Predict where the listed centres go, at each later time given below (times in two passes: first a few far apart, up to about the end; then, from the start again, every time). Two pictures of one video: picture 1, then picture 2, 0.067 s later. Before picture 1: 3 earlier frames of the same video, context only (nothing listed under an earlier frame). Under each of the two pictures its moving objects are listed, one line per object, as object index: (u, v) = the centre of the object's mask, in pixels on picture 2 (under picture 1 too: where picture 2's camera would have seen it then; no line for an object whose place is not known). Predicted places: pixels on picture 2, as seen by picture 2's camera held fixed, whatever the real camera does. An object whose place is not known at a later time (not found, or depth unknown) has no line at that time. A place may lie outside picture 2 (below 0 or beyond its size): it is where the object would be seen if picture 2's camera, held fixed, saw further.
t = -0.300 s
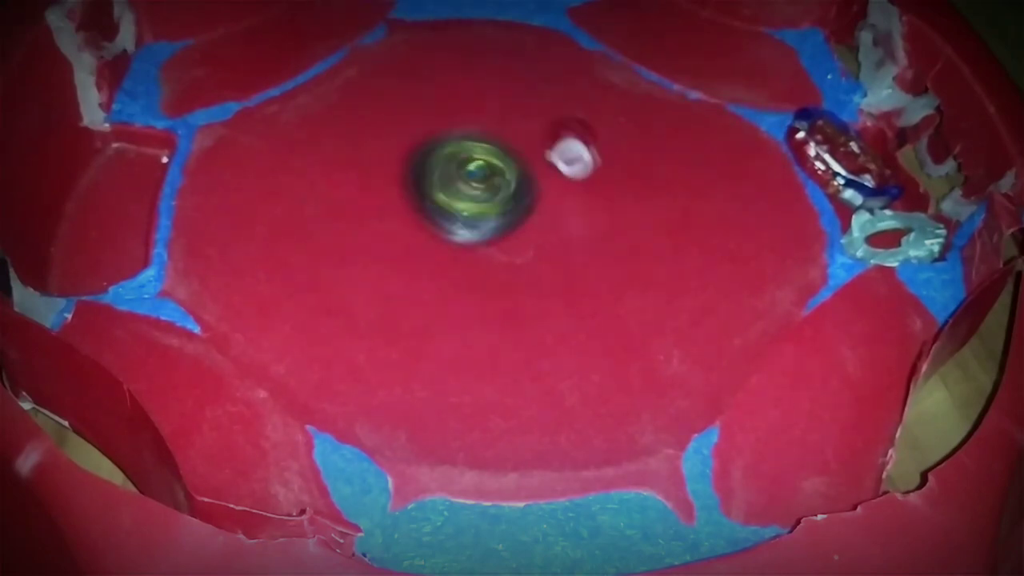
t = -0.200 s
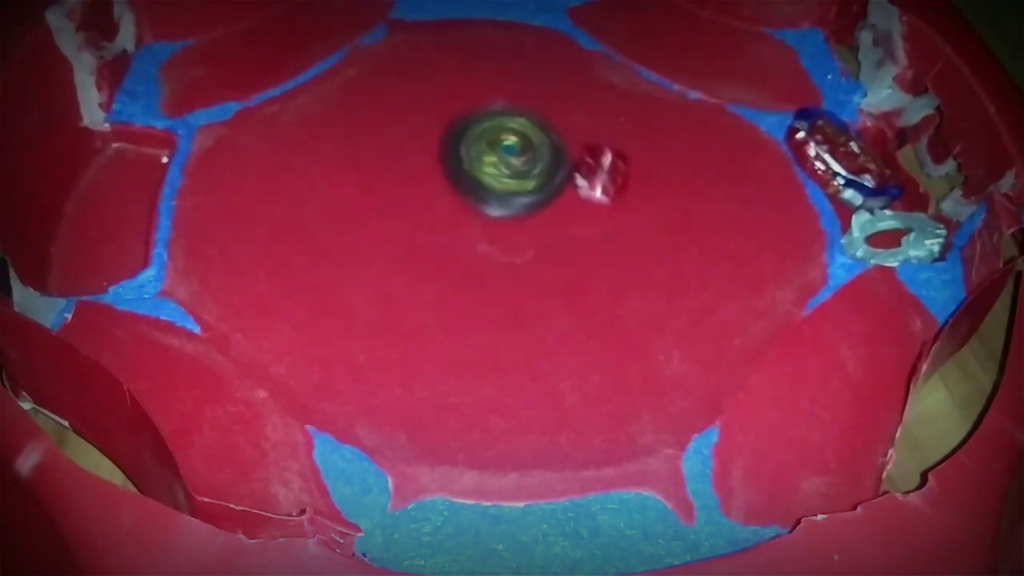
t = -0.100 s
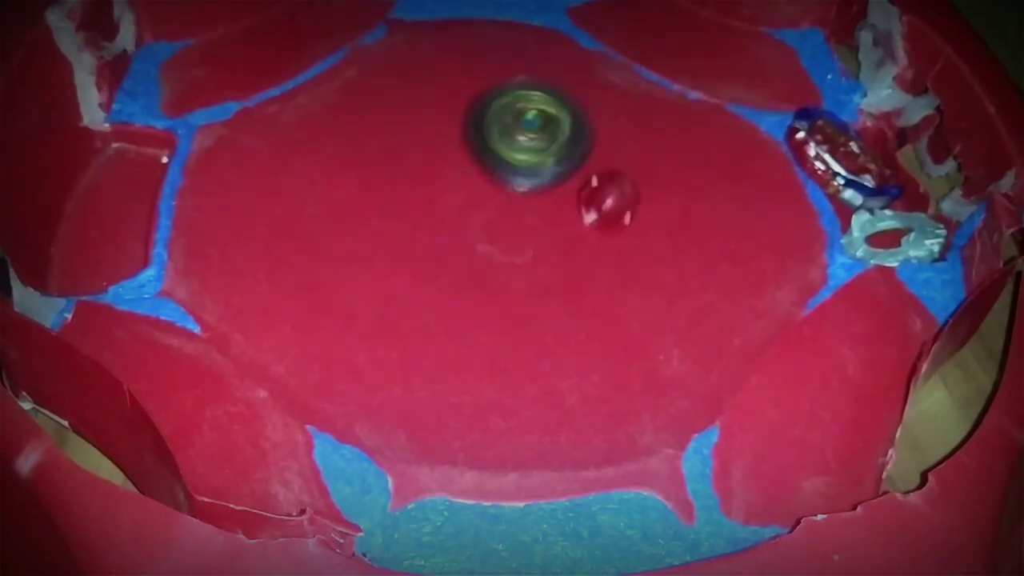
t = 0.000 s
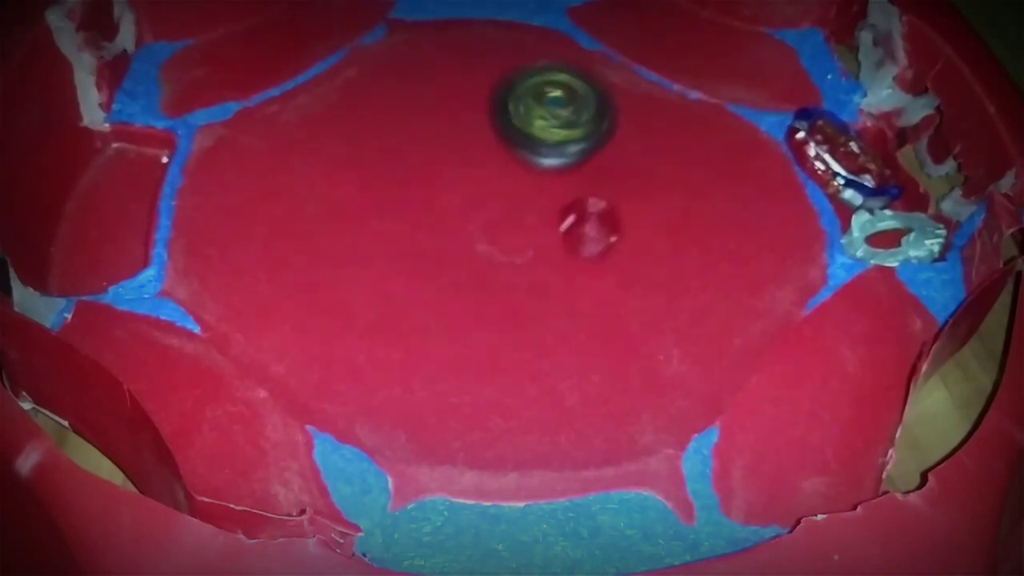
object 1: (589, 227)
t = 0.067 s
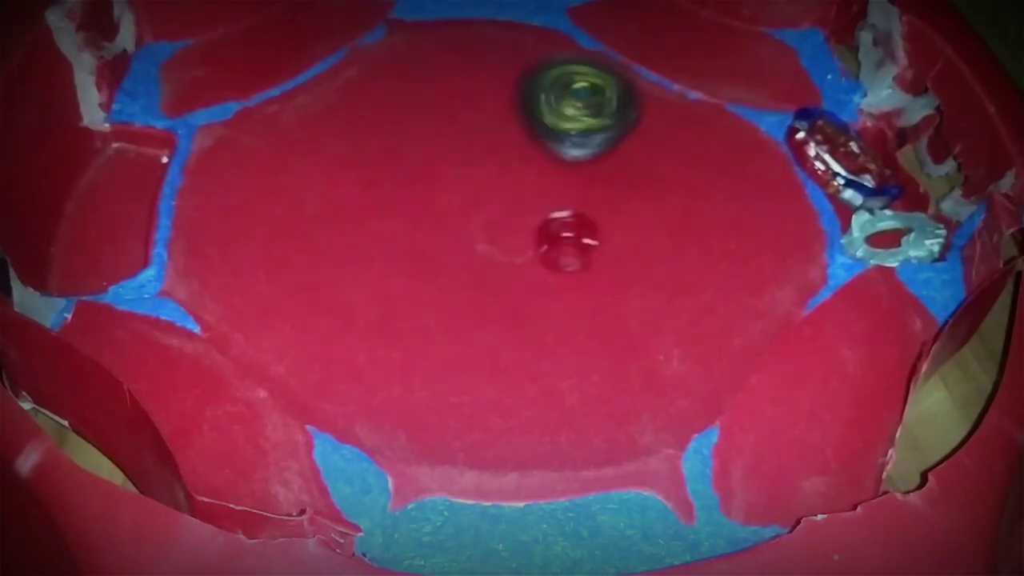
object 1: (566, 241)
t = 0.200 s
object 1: (519, 236)
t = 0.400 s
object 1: (456, 215)
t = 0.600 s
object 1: (466, 217)
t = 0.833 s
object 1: (466, 217)
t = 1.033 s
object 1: (390, 246)
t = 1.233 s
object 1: (287, 277)
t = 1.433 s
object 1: (301, 283)
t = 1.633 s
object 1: (288, 281)
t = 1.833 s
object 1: (351, 248)
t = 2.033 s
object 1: (488, 239)
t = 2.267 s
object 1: (365, 166)
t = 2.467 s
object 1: (276, 134)
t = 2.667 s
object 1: (327, 154)
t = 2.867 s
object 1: (454, 196)
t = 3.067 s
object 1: (582, 225)
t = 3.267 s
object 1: (601, 245)
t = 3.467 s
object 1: (559, 230)
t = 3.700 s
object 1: (539, 190)
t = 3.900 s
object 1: (516, 173)
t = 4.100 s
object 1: (520, 183)
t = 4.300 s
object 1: (576, 115)
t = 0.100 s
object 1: (554, 242)
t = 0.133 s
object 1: (541, 240)
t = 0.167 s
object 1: (530, 239)
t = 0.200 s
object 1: (519, 236)
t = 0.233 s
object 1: (508, 234)
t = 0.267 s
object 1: (497, 231)
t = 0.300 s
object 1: (487, 227)
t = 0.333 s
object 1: (476, 223)
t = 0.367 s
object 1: (466, 220)
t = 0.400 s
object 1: (456, 215)
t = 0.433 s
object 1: (453, 214)
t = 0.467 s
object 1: (455, 214)
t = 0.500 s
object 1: (457, 215)
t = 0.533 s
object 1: (460, 217)
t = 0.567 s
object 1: (464, 217)
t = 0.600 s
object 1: (466, 217)
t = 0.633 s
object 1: (466, 217)
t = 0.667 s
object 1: (466, 217)
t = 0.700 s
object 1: (466, 217)
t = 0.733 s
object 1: (466, 217)
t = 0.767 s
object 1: (466, 217)
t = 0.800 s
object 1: (466, 217)
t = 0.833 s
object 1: (466, 217)
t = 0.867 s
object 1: (466, 217)
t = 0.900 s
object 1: (466, 217)
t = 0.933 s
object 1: (466, 217)
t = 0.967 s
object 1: (453, 221)
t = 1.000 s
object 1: (417, 239)
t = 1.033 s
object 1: (390, 246)
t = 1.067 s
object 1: (362, 253)
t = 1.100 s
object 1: (340, 259)
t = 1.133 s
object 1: (322, 264)
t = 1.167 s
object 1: (306, 267)
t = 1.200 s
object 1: (293, 272)
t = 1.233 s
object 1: (287, 277)
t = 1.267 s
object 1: (279, 281)
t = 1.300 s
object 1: (278, 283)
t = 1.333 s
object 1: (279, 282)
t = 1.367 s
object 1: (285, 284)
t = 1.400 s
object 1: (294, 282)
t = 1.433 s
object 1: (301, 283)
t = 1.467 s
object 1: (287, 283)
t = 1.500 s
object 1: (279, 286)
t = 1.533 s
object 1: (275, 281)
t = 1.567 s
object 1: (276, 282)
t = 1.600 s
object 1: (280, 281)
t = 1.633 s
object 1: (288, 281)
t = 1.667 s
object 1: (295, 278)
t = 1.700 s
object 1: (303, 274)
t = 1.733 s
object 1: (311, 267)
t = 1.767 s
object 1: (325, 260)
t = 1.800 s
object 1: (337, 253)
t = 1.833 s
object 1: (351, 248)
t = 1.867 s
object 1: (367, 245)
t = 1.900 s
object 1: (390, 243)
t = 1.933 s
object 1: (412, 241)
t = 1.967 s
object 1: (435, 238)
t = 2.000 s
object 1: (460, 238)
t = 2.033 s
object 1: (488, 239)
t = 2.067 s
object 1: (506, 233)
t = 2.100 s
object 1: (530, 226)
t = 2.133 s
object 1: (521, 221)
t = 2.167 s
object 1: (487, 207)
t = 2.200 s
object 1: (434, 197)
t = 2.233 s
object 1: (395, 171)
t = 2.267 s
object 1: (365, 166)
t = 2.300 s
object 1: (331, 162)
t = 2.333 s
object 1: (312, 158)
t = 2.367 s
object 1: (296, 148)
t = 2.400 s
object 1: (287, 140)
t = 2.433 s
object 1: (280, 137)
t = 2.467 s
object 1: (276, 134)
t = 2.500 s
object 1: (275, 135)
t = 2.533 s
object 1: (279, 135)
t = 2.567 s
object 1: (283, 138)
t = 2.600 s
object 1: (296, 144)
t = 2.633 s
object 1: (310, 149)
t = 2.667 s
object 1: (327, 154)
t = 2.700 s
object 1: (343, 160)
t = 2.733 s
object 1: (362, 166)
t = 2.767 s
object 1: (386, 177)
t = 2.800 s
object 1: (406, 180)
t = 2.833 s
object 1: (428, 186)
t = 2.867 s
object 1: (454, 196)
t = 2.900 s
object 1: (476, 198)
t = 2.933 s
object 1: (501, 200)
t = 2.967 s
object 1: (522, 204)
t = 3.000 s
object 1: (544, 208)
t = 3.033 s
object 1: (565, 217)
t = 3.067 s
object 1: (582, 225)
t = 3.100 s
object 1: (592, 233)
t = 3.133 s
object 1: (599, 238)
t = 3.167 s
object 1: (600, 244)
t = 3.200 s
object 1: (602, 247)
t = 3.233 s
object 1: (602, 246)
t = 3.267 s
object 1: (601, 245)
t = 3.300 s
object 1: (597, 242)
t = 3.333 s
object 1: (592, 240)
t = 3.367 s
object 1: (586, 239)
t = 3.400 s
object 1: (578, 237)
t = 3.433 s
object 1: (569, 234)
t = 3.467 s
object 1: (559, 230)
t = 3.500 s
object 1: (551, 225)
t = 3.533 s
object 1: (544, 222)
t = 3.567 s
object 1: (536, 218)
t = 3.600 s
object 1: (531, 217)
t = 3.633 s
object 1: (530, 212)
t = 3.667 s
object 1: (538, 199)
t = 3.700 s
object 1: (539, 190)
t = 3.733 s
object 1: (538, 183)
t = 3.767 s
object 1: (530, 177)
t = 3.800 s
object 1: (523, 175)
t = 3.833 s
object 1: (520, 174)
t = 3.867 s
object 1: (517, 173)
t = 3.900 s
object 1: (516, 173)
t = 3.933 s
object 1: (516, 173)
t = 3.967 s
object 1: (516, 175)
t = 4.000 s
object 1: (516, 177)
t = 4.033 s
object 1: (517, 179)
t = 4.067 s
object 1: (519, 181)
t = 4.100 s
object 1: (520, 183)
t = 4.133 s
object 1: (520, 185)
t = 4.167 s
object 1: (515, 194)
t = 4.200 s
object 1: (517, 198)
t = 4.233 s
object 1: (514, 204)
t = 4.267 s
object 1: (570, 140)
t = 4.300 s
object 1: (576, 115)
